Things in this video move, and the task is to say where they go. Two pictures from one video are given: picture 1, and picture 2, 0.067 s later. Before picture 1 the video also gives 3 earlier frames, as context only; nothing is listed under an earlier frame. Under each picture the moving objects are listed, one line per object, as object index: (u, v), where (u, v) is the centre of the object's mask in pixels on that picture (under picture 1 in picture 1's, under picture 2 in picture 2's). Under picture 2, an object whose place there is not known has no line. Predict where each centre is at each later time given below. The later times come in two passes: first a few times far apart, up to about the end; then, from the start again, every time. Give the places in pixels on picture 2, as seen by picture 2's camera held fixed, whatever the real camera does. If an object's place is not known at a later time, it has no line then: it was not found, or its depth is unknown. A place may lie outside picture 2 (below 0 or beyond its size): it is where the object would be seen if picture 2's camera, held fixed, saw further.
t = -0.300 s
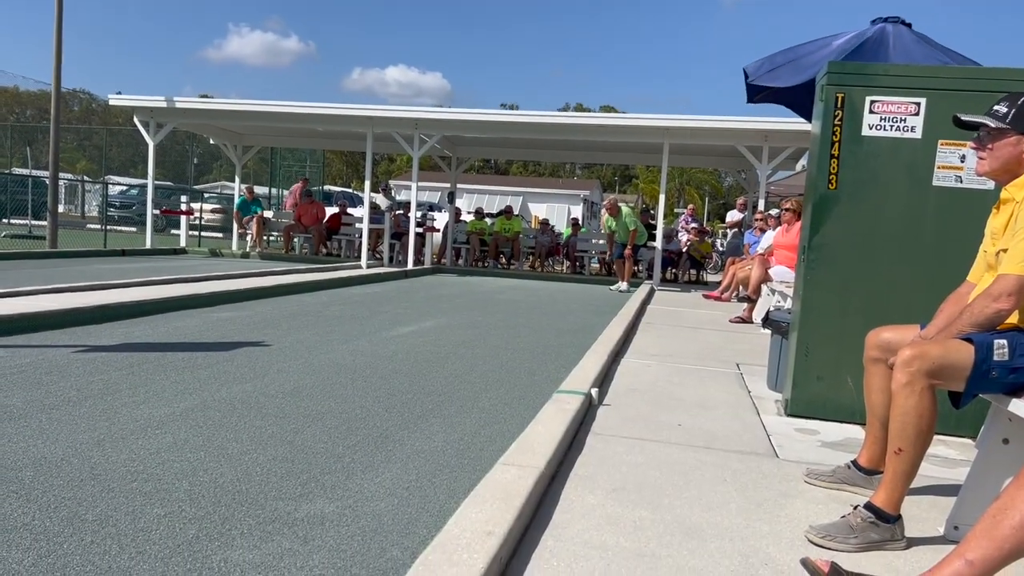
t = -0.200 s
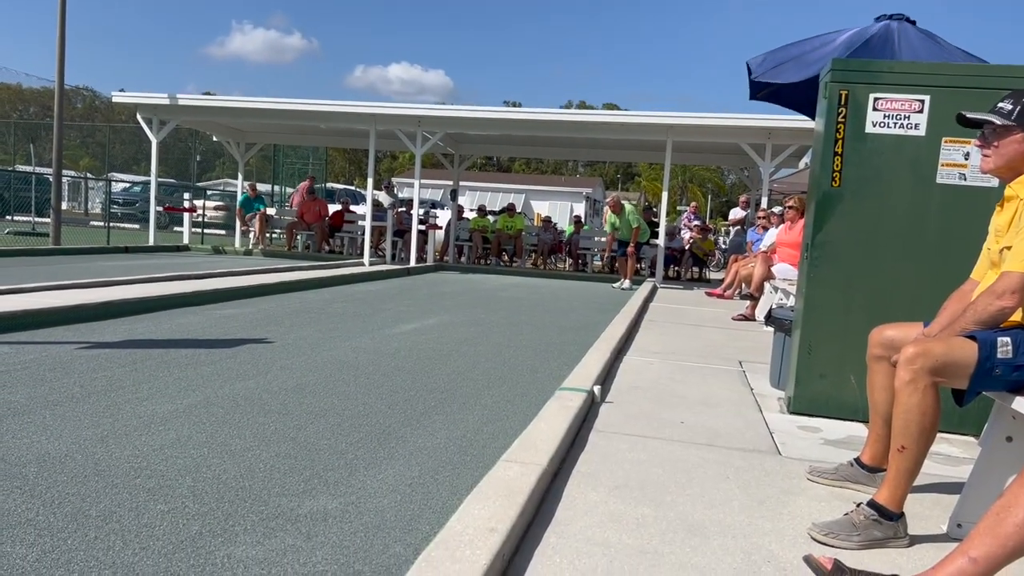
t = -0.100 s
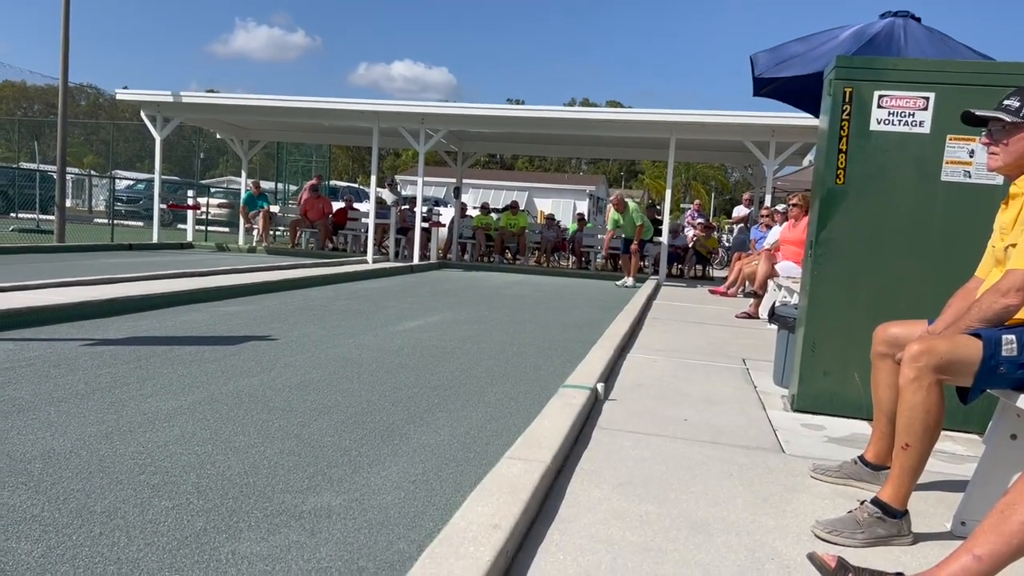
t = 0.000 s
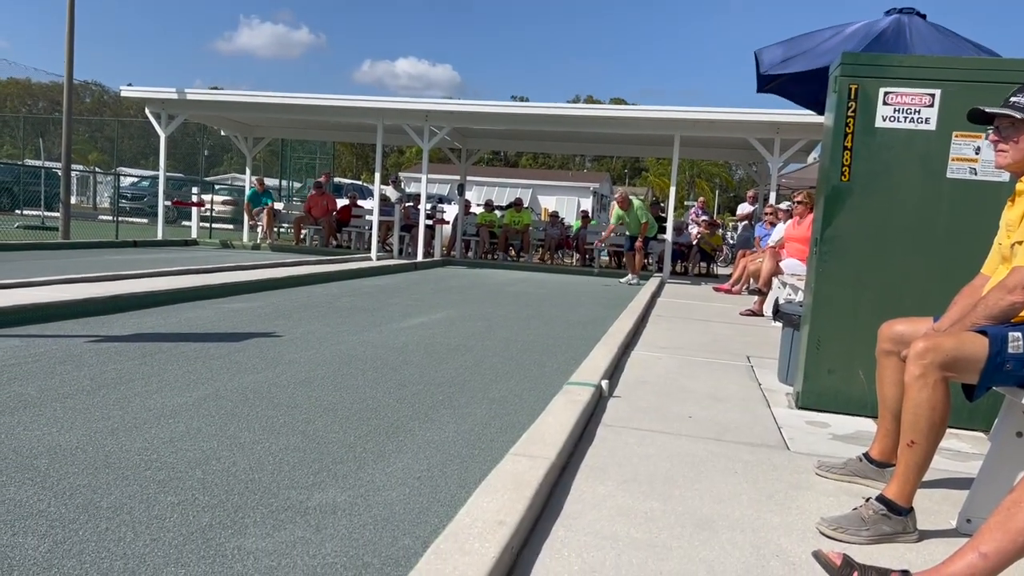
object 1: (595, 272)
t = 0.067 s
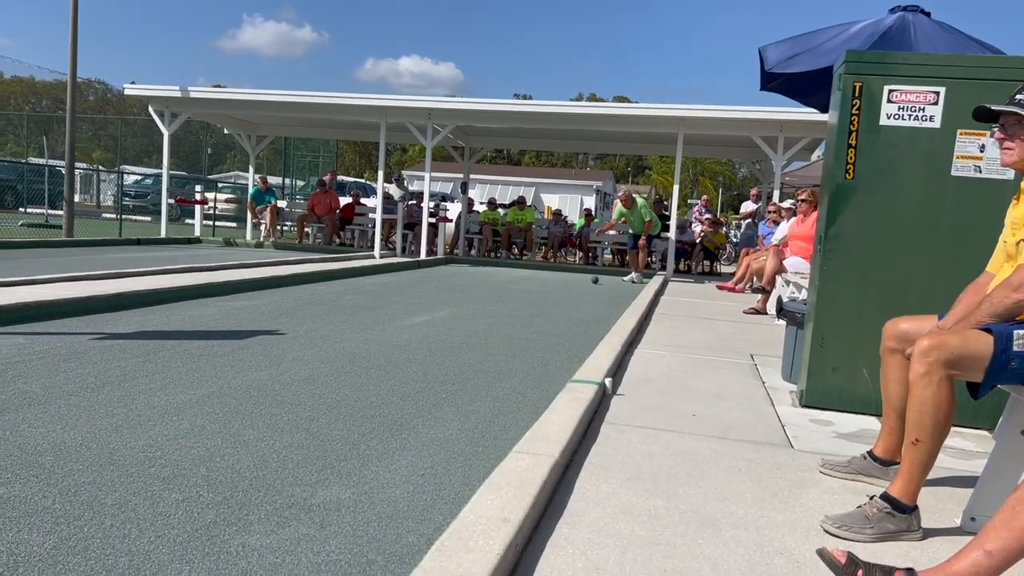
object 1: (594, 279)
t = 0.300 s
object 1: (581, 281)
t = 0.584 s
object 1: (563, 285)
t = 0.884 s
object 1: (540, 288)
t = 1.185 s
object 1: (516, 291)
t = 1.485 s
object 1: (490, 295)
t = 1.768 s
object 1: (464, 299)
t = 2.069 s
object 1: (431, 305)
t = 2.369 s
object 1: (393, 310)
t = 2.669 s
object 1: (351, 316)
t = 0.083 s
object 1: (594, 279)
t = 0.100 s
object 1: (593, 278)
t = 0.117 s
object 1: (592, 277)
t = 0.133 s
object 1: (591, 276)
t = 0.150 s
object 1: (590, 276)
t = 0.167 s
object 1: (589, 276)
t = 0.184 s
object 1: (588, 276)
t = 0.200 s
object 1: (587, 276)
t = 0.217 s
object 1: (586, 277)
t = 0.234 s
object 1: (585, 278)
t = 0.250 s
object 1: (584, 279)
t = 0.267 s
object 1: (583, 280)
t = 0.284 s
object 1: (582, 281)
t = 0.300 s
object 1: (581, 281)
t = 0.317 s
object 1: (580, 281)
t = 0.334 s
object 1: (579, 281)
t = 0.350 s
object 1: (578, 281)
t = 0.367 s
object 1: (577, 281)
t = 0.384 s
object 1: (576, 282)
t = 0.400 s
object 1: (575, 282)
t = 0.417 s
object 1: (574, 283)
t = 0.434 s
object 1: (573, 283)
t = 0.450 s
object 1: (572, 283)
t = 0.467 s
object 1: (571, 283)
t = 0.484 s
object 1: (570, 283)
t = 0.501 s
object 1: (568, 283)
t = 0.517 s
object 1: (567, 284)
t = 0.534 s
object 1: (566, 284)
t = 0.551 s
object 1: (565, 284)
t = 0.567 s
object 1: (564, 284)
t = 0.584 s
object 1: (563, 285)
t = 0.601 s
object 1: (562, 284)
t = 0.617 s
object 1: (560, 284)
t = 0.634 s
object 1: (559, 285)
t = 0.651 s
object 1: (558, 285)
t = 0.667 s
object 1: (557, 285)
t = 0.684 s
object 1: (555, 285)
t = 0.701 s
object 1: (554, 286)
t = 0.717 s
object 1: (553, 286)
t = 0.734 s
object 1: (552, 286)
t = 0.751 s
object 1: (551, 286)
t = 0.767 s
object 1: (549, 286)
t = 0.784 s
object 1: (548, 286)
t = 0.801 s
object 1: (547, 287)
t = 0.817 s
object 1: (545, 287)
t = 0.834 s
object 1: (544, 287)
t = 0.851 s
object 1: (543, 287)
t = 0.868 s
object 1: (542, 287)
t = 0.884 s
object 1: (540, 288)
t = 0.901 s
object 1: (539, 288)
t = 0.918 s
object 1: (538, 288)
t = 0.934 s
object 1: (536, 288)
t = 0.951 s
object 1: (535, 288)
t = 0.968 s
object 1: (534, 289)
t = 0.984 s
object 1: (533, 289)
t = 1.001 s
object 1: (531, 289)
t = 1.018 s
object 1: (530, 289)
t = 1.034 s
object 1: (529, 289)
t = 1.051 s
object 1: (527, 289)
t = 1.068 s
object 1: (526, 290)
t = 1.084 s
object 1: (525, 290)
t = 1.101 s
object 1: (523, 290)
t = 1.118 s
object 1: (522, 290)
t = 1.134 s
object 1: (520, 290)
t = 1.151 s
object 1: (519, 291)
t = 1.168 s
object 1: (518, 291)
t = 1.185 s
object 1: (516, 291)
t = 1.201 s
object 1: (515, 291)
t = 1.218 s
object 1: (513, 292)
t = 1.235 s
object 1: (512, 292)
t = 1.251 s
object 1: (511, 292)
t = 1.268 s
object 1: (509, 292)
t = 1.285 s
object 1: (508, 292)
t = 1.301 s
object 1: (507, 293)
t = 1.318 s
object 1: (505, 293)
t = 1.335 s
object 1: (504, 293)
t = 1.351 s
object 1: (502, 294)
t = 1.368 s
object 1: (501, 294)
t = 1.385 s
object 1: (499, 294)
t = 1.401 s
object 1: (498, 294)
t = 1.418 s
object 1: (497, 294)
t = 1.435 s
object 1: (495, 295)
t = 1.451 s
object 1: (493, 295)
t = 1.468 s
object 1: (492, 295)
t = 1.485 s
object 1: (490, 295)
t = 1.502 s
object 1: (489, 295)
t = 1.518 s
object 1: (487, 296)
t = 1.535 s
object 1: (486, 296)
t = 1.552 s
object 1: (484, 296)
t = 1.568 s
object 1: (483, 297)
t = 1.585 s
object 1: (481, 297)
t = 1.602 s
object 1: (479, 297)
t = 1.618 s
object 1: (478, 297)
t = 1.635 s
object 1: (476, 298)
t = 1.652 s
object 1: (475, 298)
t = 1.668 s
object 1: (473, 298)
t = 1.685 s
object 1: (472, 298)
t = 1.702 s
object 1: (470, 299)
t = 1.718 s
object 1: (468, 299)
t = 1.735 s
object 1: (467, 299)
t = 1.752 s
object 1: (465, 299)
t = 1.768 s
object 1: (464, 299)
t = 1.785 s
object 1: (462, 300)
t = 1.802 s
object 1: (460, 300)
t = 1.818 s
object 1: (458, 301)
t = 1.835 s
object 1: (457, 301)
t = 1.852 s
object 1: (455, 301)
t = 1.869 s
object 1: (453, 302)
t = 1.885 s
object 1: (451, 302)
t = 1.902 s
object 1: (449, 302)
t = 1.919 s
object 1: (448, 302)
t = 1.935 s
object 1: (446, 303)
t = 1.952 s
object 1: (444, 303)
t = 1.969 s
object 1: (442, 303)
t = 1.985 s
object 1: (440, 304)
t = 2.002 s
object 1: (438, 304)
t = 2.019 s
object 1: (437, 304)
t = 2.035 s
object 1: (435, 304)
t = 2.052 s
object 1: (433, 305)
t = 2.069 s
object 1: (431, 305)
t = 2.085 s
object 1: (429, 305)
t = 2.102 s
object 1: (427, 306)
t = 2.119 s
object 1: (425, 306)
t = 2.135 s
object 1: (423, 306)
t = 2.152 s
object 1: (421, 307)
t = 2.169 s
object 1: (419, 307)
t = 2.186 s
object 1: (417, 307)
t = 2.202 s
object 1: (415, 307)
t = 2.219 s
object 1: (413, 308)
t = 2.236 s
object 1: (410, 308)
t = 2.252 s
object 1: (409, 309)
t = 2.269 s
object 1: (406, 309)
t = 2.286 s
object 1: (404, 309)
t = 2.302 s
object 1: (402, 309)
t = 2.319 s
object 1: (400, 310)
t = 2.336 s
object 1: (398, 310)
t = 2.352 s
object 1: (396, 310)
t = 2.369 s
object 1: (393, 310)
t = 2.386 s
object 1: (391, 311)
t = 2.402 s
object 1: (389, 311)
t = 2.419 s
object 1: (387, 311)
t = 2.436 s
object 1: (384, 312)
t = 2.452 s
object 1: (382, 312)
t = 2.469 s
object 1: (380, 312)
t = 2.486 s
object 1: (378, 312)
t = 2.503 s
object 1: (375, 313)
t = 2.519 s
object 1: (373, 313)
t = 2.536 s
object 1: (371, 313)
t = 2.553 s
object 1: (368, 313)
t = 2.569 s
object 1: (366, 314)
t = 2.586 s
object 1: (363, 315)
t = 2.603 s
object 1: (361, 315)
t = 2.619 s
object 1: (359, 315)
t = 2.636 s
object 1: (356, 316)
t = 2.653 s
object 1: (354, 316)
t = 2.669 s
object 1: (351, 316)
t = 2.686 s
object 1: (349, 317)
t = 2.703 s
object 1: (346, 317)
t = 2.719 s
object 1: (344, 317)
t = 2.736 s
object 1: (341, 318)
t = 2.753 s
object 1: (338, 318)
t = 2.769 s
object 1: (336, 319)
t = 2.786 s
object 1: (334, 319)
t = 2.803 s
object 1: (331, 319)
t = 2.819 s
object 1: (328, 320)
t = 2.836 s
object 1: (326, 321)
